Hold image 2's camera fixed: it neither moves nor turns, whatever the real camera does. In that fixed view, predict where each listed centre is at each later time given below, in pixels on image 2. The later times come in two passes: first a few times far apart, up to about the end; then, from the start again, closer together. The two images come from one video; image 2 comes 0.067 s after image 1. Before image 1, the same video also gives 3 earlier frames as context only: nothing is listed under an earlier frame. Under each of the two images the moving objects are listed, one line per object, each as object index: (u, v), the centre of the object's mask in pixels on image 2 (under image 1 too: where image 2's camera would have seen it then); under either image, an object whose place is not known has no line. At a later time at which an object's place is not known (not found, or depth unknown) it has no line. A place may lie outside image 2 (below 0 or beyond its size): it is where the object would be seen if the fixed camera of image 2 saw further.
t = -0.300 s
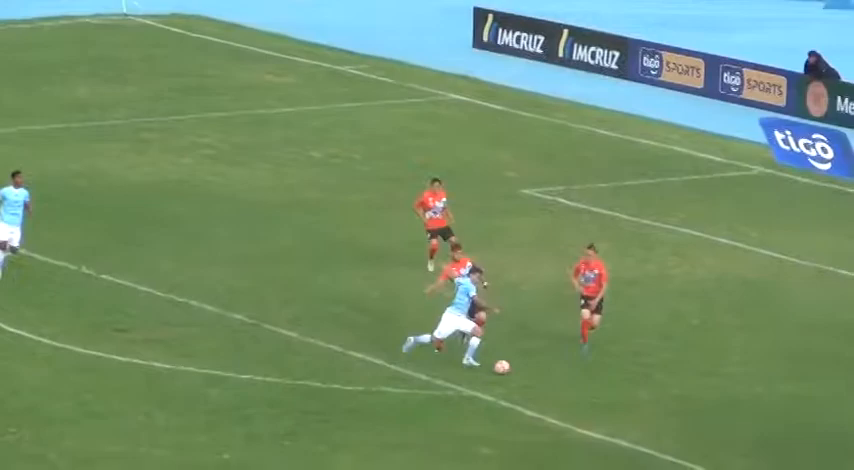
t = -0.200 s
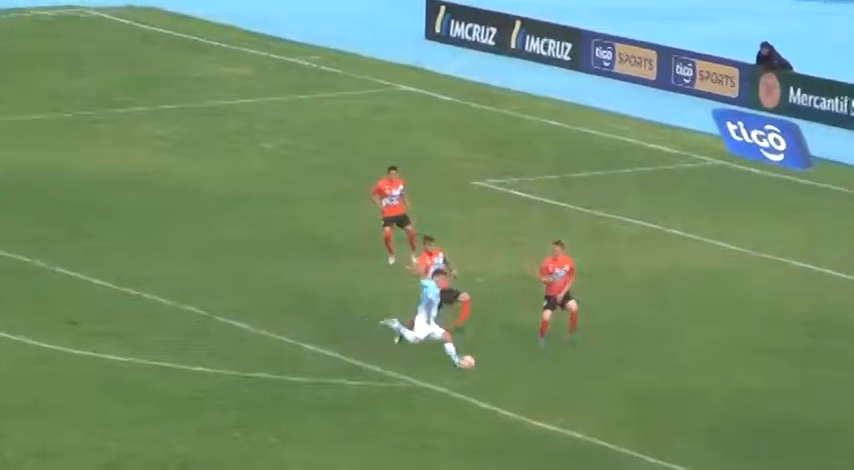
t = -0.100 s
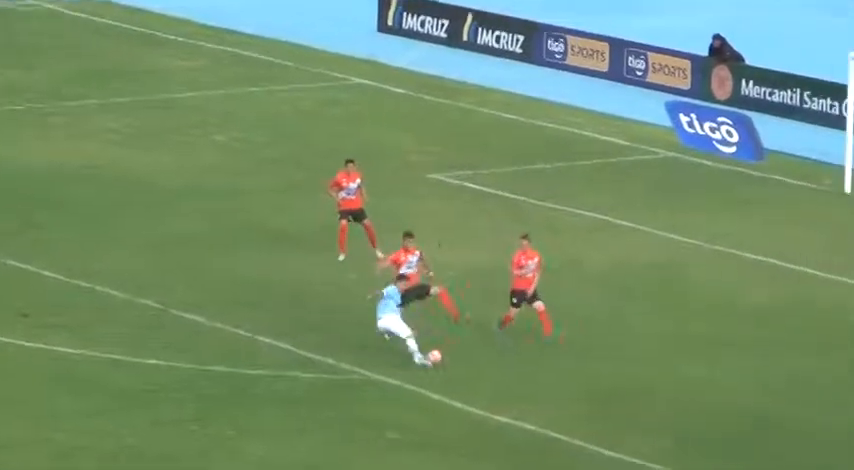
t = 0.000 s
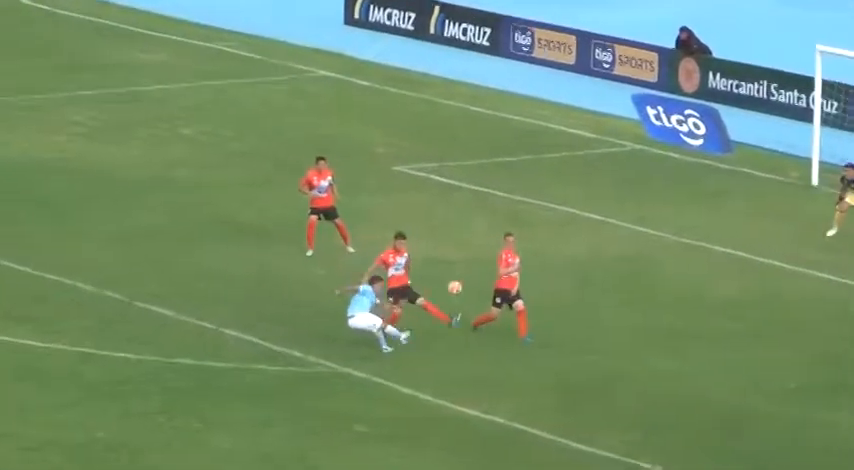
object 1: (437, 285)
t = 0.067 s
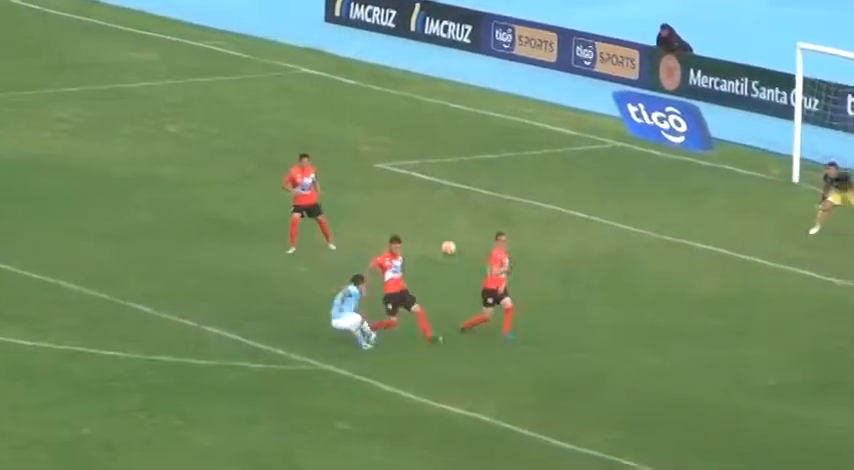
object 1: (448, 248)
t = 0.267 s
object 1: (485, 153)
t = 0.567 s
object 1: (542, 62)
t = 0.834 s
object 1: (591, 30)
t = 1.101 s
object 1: (636, 44)
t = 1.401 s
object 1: (685, 114)
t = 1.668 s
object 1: (724, 225)
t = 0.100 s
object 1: (455, 229)
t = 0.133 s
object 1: (461, 213)
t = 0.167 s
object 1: (466, 196)
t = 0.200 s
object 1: (473, 181)
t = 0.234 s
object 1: (479, 167)
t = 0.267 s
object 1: (485, 153)
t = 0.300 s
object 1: (492, 140)
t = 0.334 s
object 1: (498, 127)
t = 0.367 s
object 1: (504, 116)
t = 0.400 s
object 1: (512, 104)
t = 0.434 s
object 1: (517, 94)
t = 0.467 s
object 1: (523, 86)
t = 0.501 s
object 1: (529, 76)
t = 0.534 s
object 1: (536, 69)
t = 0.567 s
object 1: (542, 62)
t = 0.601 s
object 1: (549, 54)
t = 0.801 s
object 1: (585, 31)
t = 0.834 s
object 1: (591, 30)
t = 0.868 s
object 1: (597, 28)
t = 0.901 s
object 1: (601, 27)
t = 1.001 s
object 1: (619, 32)
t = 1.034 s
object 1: (625, 35)
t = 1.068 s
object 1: (629, 38)
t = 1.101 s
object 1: (636, 44)
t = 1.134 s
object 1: (642, 48)
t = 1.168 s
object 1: (647, 54)
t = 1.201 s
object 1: (653, 60)
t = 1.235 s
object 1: (658, 68)
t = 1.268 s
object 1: (664, 75)
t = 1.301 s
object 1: (670, 84)
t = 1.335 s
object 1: (675, 93)
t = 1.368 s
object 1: (680, 103)
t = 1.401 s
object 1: (685, 114)
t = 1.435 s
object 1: (692, 125)
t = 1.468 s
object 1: (696, 138)
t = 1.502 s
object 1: (701, 150)
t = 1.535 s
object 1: (706, 163)
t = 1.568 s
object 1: (710, 177)
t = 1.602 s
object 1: (716, 191)
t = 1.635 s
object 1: (720, 207)
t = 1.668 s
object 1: (724, 225)
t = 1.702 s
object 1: (729, 241)
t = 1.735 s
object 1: (732, 259)
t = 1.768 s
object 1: (738, 277)
